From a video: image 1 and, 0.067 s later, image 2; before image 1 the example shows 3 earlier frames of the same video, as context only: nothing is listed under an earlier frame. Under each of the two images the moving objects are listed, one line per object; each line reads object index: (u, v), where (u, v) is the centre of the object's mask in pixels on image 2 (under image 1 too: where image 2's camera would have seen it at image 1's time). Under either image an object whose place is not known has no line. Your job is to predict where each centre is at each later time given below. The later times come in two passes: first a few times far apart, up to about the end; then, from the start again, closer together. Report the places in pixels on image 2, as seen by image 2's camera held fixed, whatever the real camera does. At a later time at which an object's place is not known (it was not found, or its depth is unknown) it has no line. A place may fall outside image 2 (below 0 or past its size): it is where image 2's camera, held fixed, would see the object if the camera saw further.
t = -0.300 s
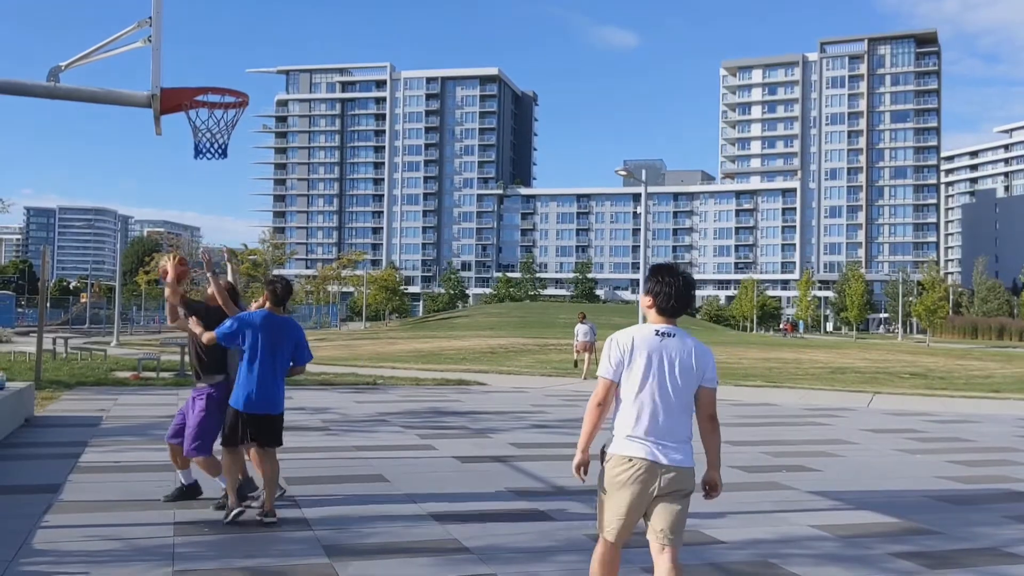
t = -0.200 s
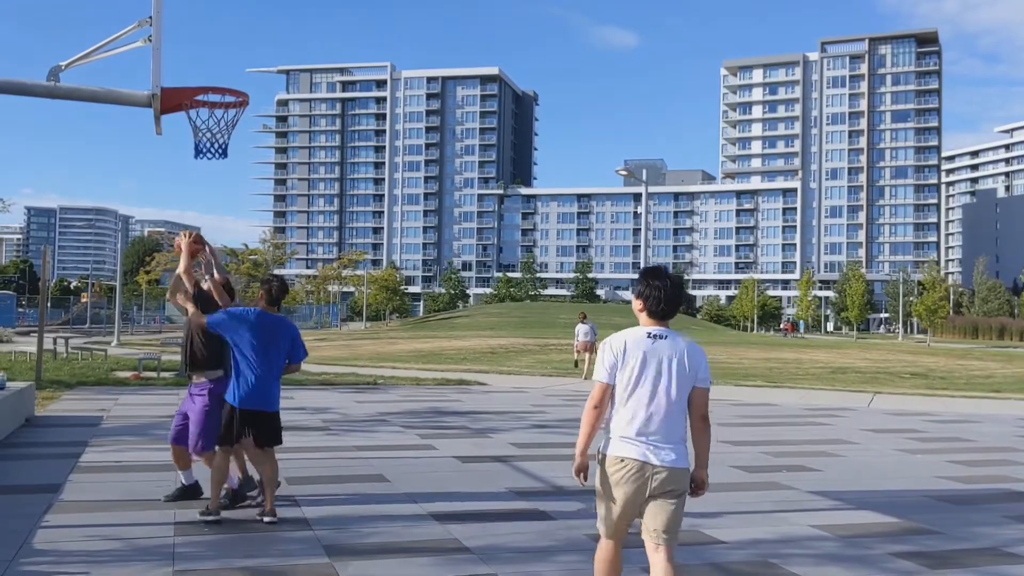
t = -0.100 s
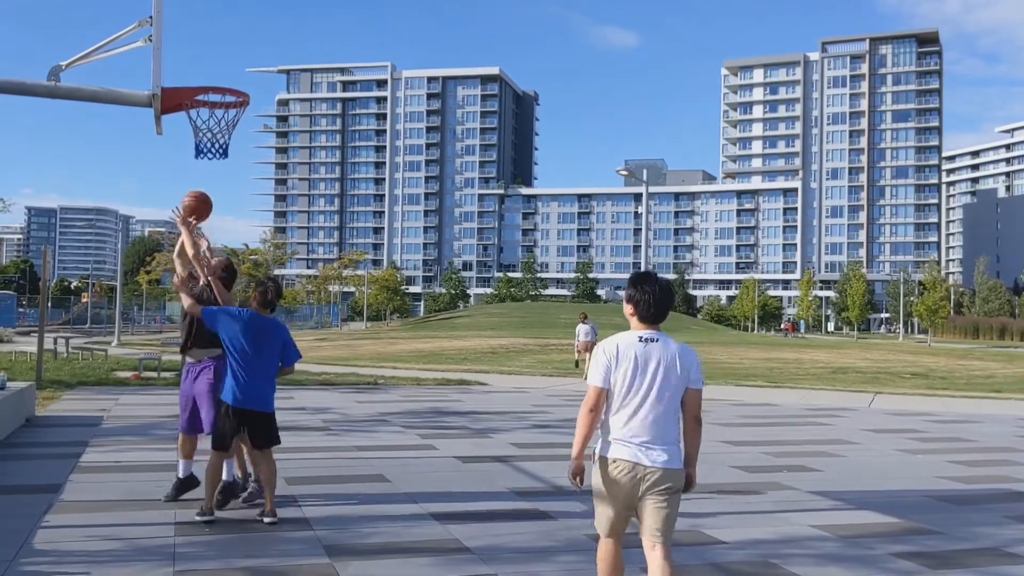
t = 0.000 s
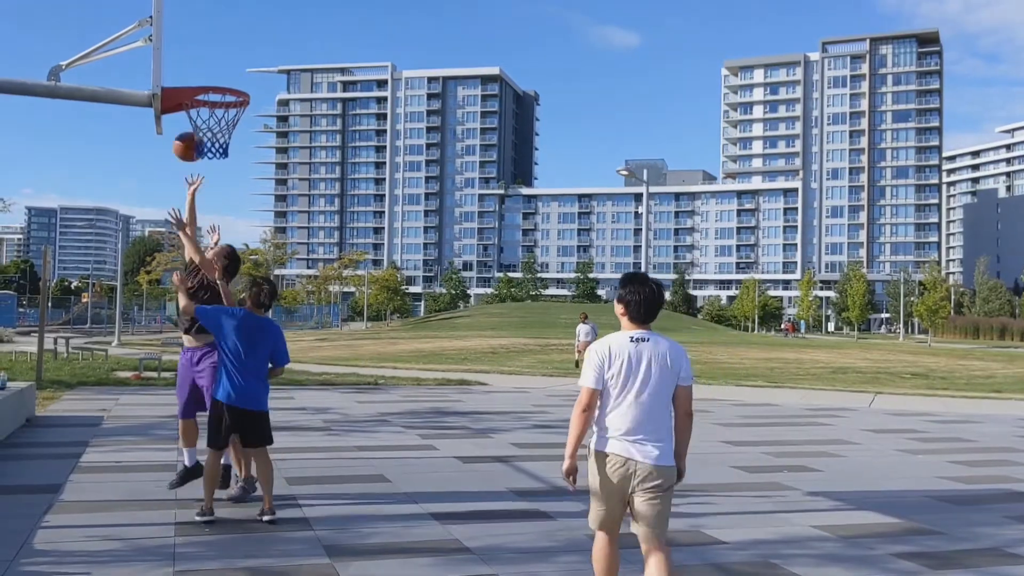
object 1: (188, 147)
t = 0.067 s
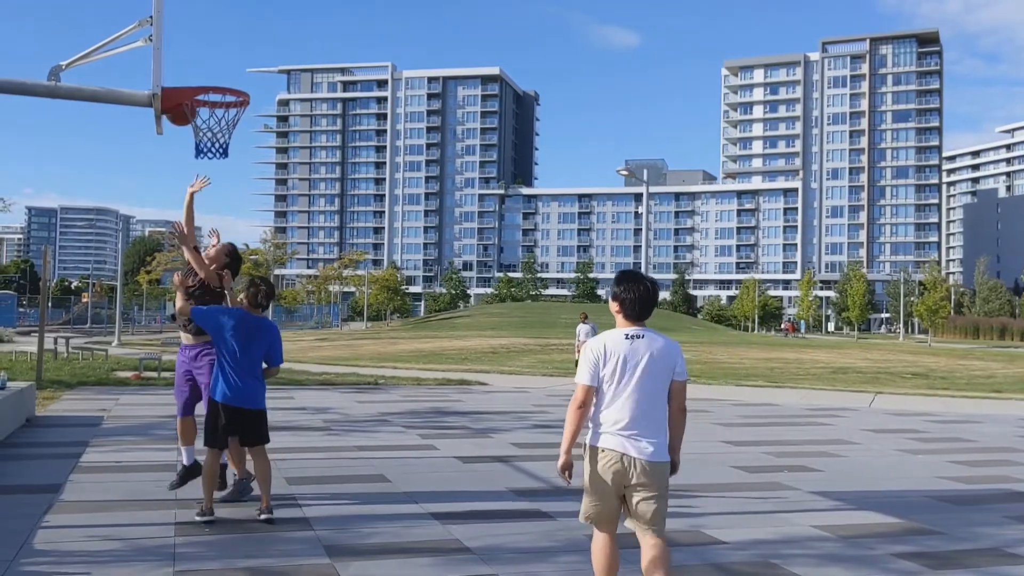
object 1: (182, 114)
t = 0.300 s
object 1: (200, 54)
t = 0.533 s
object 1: (222, 68)
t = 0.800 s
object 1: (205, 153)
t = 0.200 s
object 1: (190, 69)
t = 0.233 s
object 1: (193, 63)
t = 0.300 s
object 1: (200, 54)
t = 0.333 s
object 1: (203, 52)
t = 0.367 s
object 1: (206, 51)
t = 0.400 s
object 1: (209, 51)
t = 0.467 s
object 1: (215, 57)
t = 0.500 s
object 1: (218, 62)
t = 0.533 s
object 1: (222, 68)
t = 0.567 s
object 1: (224, 74)
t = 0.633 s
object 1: (228, 95)
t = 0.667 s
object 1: (224, 106)
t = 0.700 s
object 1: (219, 114)
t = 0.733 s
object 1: (214, 126)
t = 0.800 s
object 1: (205, 153)
